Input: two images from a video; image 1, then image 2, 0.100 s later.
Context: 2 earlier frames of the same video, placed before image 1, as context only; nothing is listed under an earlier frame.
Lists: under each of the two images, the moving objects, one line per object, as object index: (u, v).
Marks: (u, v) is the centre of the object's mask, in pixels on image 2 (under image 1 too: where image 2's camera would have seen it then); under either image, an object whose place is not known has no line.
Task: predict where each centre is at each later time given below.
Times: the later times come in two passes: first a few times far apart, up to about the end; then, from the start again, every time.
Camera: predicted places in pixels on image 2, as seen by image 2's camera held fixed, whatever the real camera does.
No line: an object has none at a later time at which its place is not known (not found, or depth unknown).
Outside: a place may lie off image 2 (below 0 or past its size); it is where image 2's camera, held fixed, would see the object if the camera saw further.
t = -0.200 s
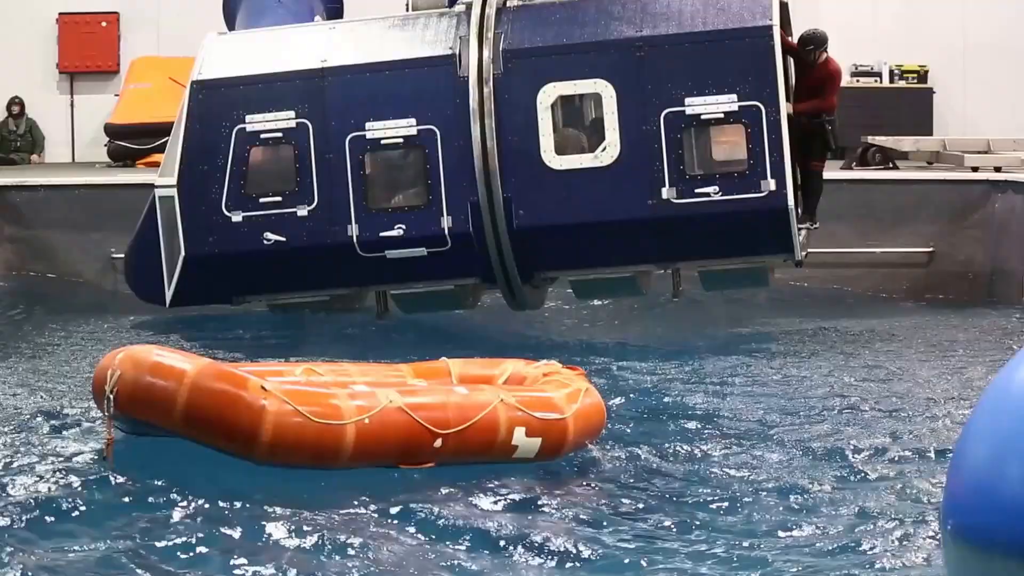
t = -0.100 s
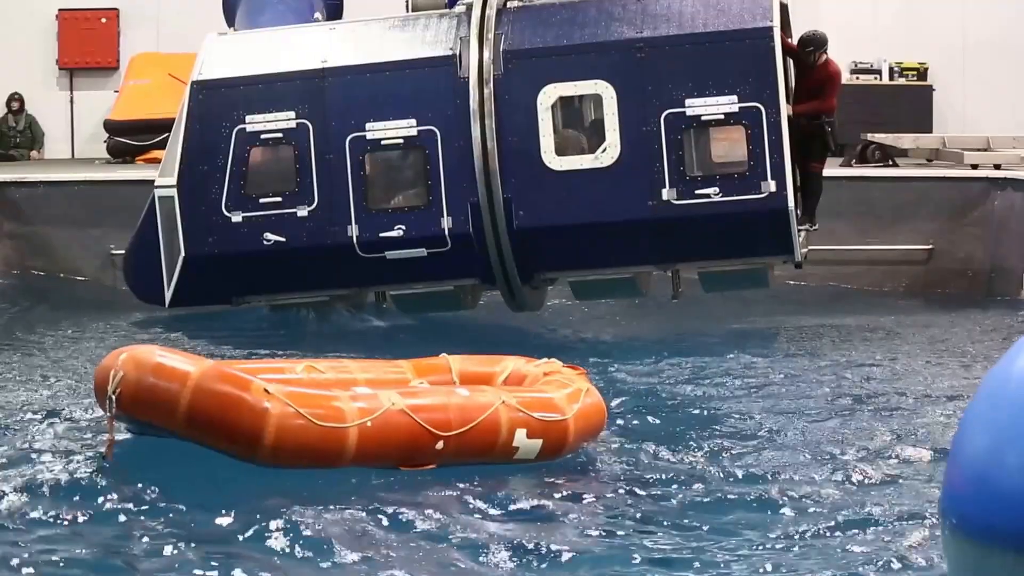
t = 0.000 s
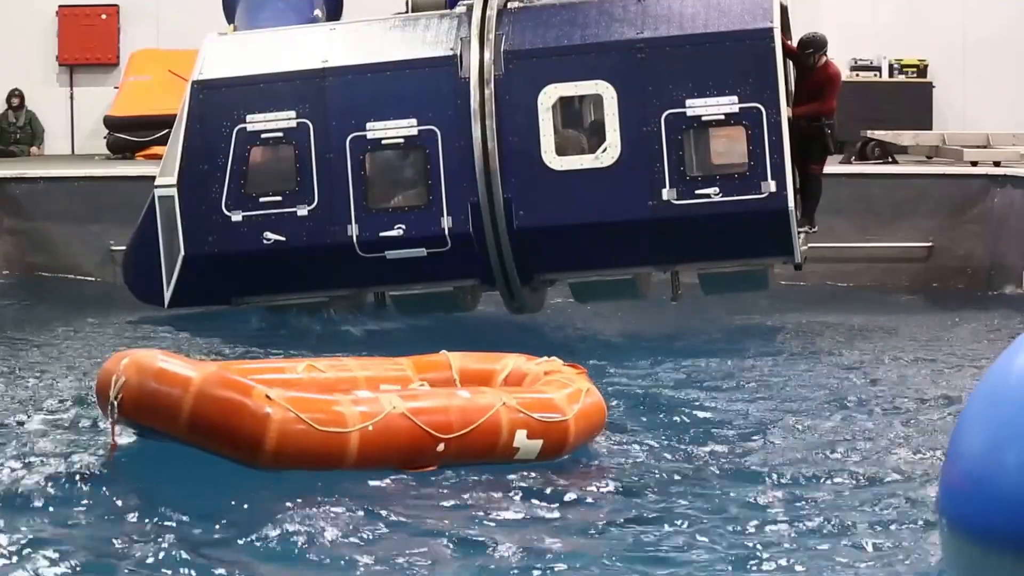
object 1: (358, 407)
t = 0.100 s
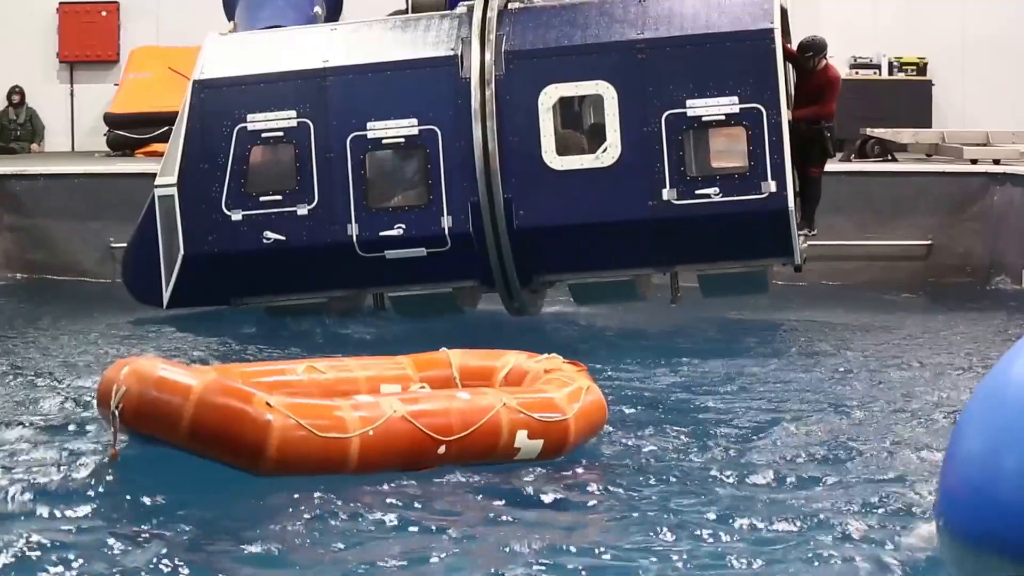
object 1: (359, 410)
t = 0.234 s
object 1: (359, 414)
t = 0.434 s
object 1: (361, 417)
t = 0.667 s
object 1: (364, 418)
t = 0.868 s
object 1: (365, 418)
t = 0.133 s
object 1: (359, 411)
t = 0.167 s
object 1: (359, 412)
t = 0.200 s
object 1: (359, 412)
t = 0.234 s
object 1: (359, 414)
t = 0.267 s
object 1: (359, 414)
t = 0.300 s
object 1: (359, 415)
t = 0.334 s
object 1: (360, 416)
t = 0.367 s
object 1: (360, 416)
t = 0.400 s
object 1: (360, 416)
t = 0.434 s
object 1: (361, 417)
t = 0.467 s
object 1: (361, 417)
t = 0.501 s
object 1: (362, 417)
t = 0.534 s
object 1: (363, 418)
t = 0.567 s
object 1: (363, 418)
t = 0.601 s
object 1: (364, 418)
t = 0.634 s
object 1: (364, 418)
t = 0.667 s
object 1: (364, 418)
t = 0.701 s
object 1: (364, 418)
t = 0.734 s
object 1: (364, 418)
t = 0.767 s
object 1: (364, 418)
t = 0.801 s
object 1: (365, 418)
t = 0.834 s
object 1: (365, 418)
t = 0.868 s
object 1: (365, 418)
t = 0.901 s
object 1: (364, 417)
